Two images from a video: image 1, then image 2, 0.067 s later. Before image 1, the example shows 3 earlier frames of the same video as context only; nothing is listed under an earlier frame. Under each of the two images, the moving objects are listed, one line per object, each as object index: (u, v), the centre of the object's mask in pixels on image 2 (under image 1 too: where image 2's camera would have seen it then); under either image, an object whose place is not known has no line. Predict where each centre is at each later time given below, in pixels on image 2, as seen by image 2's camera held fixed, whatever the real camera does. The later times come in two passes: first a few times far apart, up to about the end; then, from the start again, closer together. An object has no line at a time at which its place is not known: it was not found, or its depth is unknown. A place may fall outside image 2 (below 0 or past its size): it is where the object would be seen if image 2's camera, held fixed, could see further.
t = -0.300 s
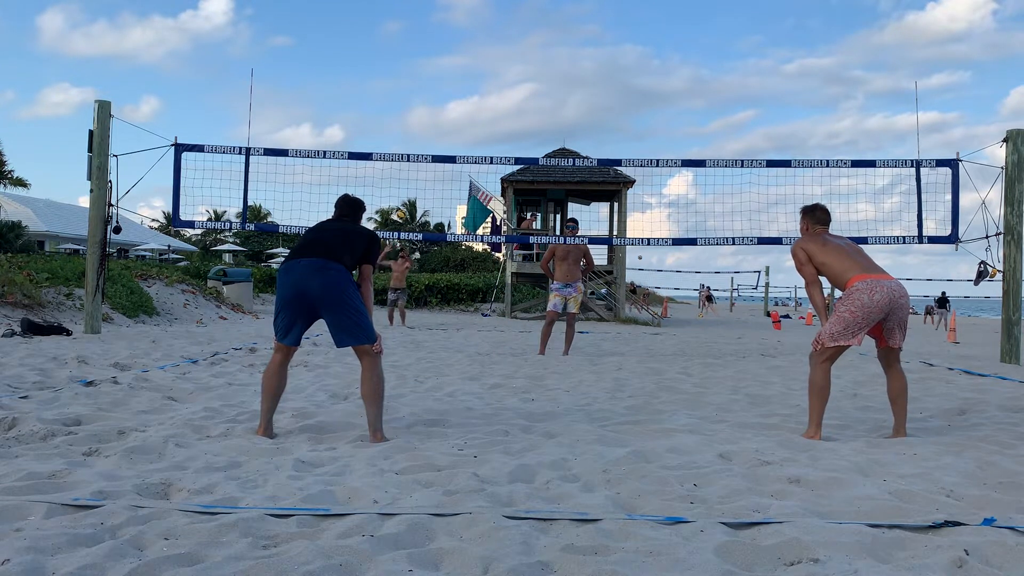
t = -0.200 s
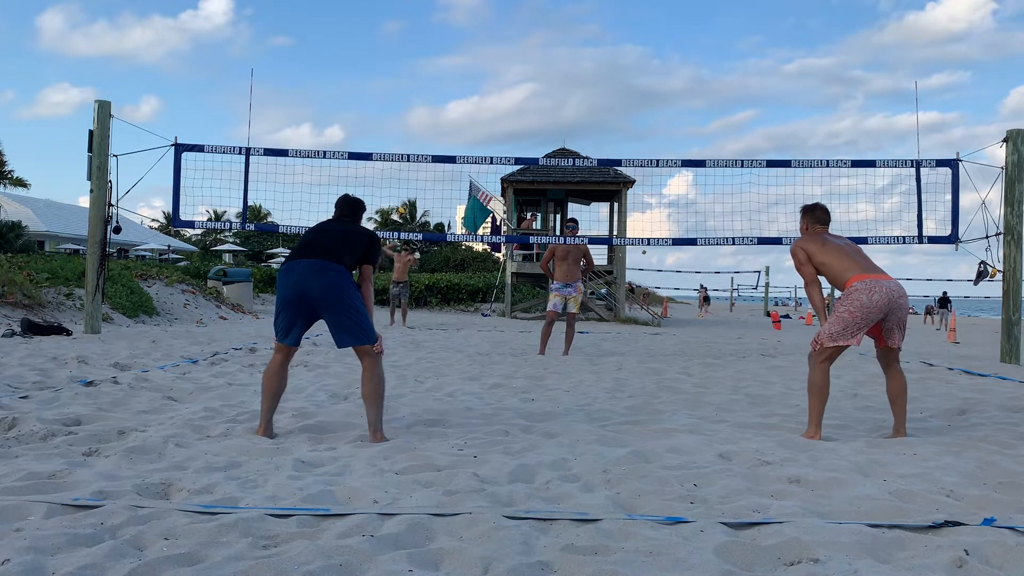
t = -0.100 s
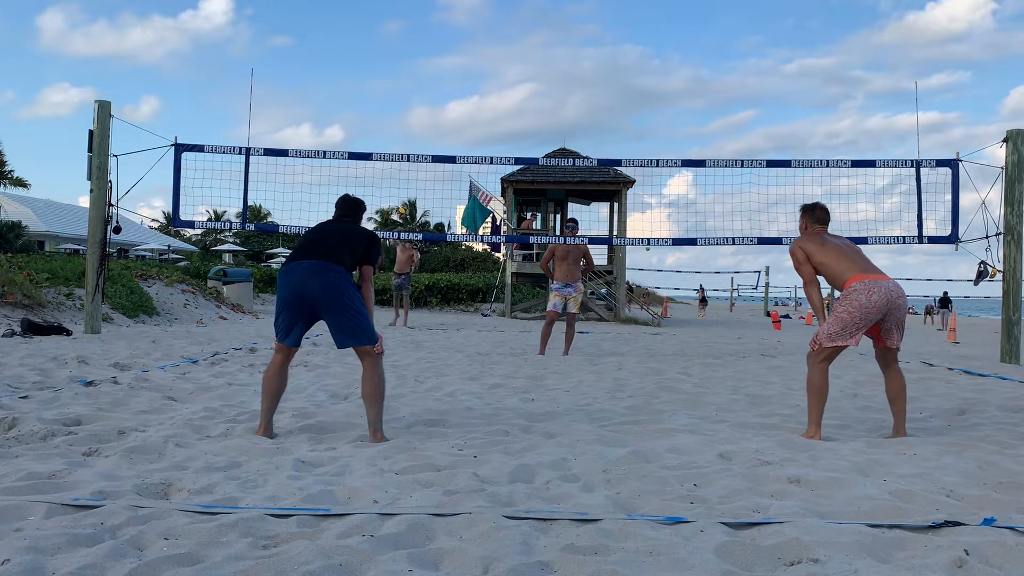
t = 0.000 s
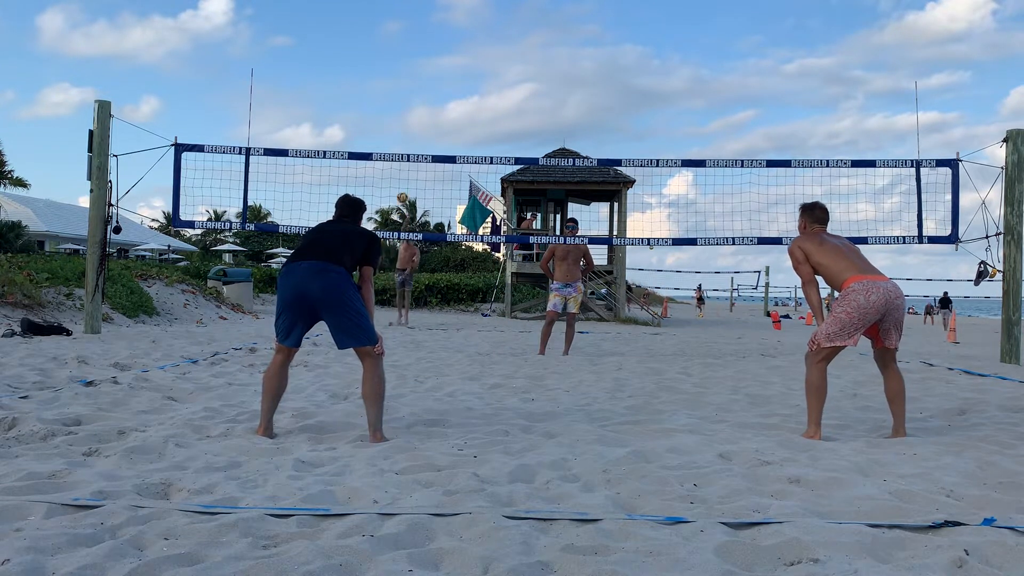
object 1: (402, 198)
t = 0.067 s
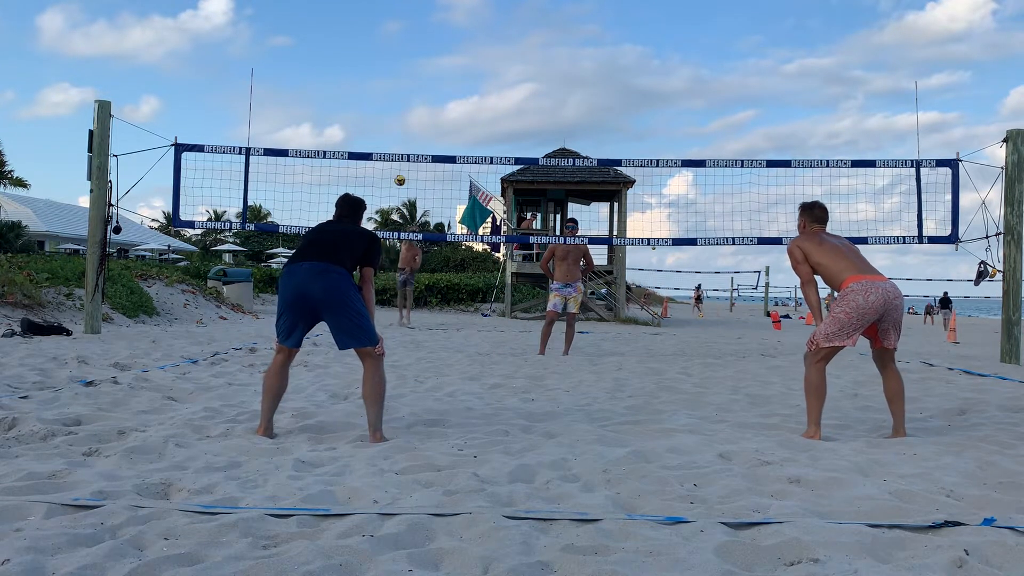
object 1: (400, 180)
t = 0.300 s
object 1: (388, 130)
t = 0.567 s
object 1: (365, 98)
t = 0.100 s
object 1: (398, 172)
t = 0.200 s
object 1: (394, 149)
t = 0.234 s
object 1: (392, 142)
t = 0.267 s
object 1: (390, 136)
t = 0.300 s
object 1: (388, 130)
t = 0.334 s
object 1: (386, 124)
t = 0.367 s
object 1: (384, 119)
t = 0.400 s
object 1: (381, 114)
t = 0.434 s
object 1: (378, 110)
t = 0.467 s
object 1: (375, 106)
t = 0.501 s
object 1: (372, 102)
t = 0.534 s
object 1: (369, 100)
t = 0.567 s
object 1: (365, 98)
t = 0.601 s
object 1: (361, 97)
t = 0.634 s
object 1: (356, 96)
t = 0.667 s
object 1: (351, 97)
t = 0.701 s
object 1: (346, 98)
